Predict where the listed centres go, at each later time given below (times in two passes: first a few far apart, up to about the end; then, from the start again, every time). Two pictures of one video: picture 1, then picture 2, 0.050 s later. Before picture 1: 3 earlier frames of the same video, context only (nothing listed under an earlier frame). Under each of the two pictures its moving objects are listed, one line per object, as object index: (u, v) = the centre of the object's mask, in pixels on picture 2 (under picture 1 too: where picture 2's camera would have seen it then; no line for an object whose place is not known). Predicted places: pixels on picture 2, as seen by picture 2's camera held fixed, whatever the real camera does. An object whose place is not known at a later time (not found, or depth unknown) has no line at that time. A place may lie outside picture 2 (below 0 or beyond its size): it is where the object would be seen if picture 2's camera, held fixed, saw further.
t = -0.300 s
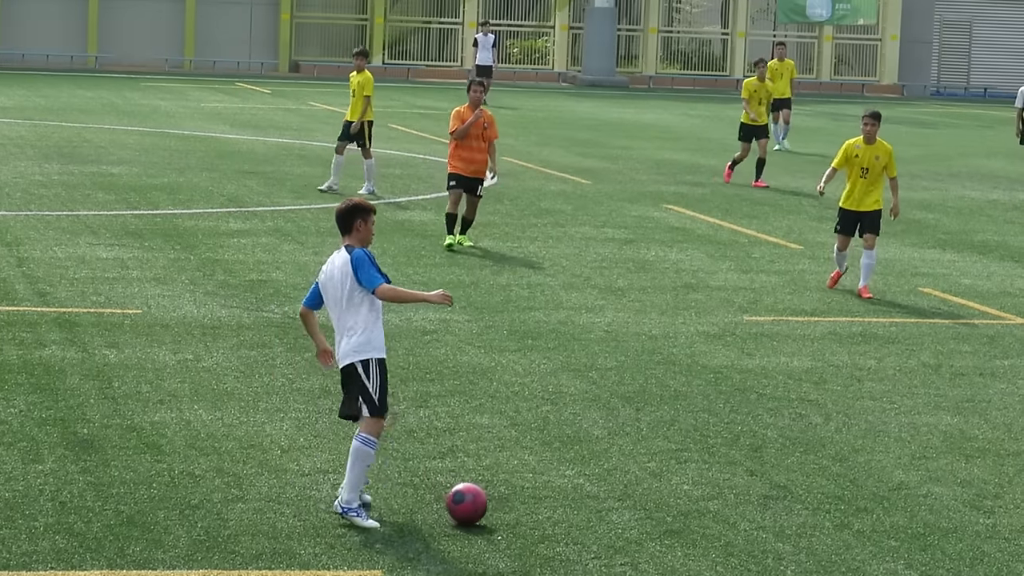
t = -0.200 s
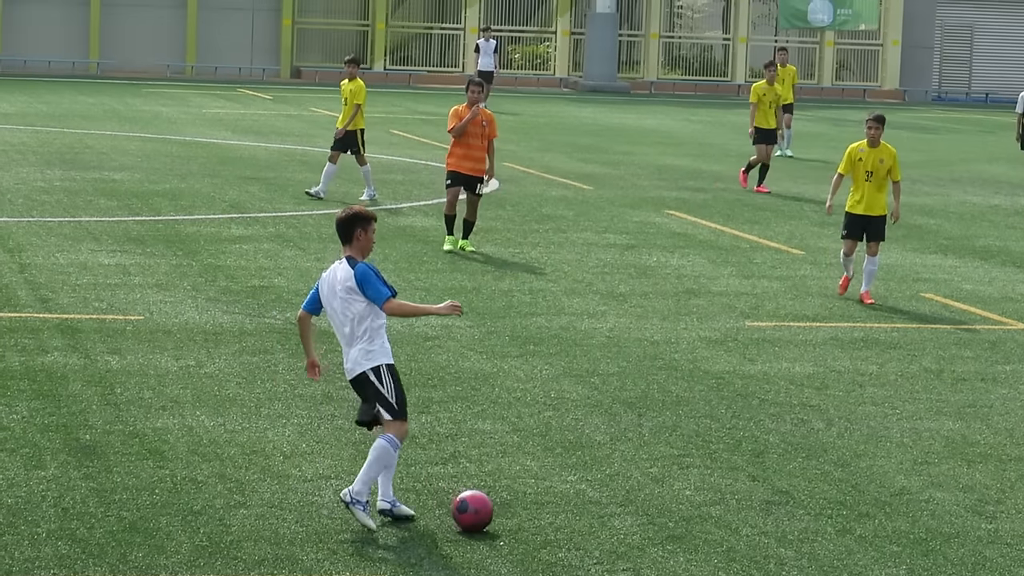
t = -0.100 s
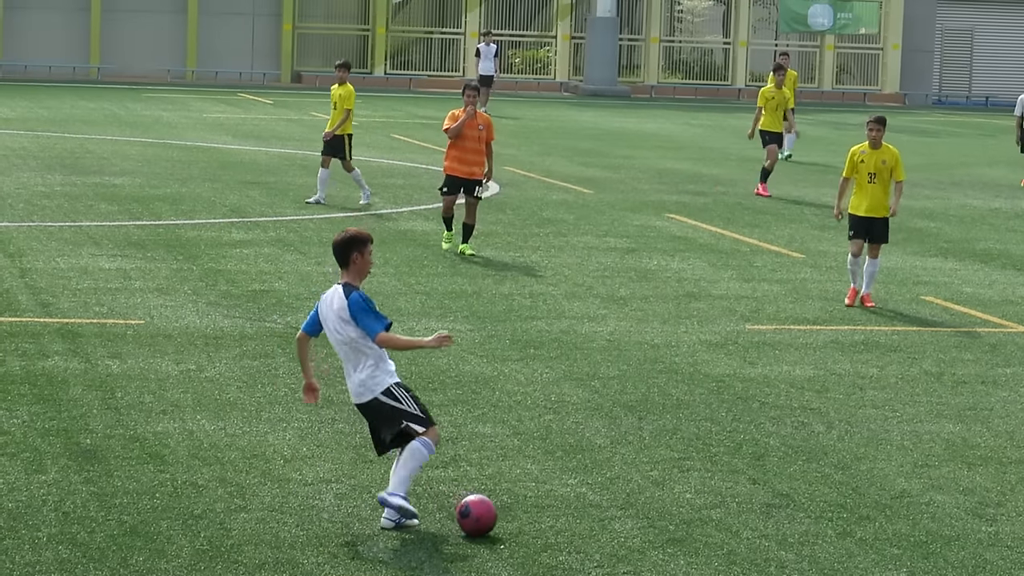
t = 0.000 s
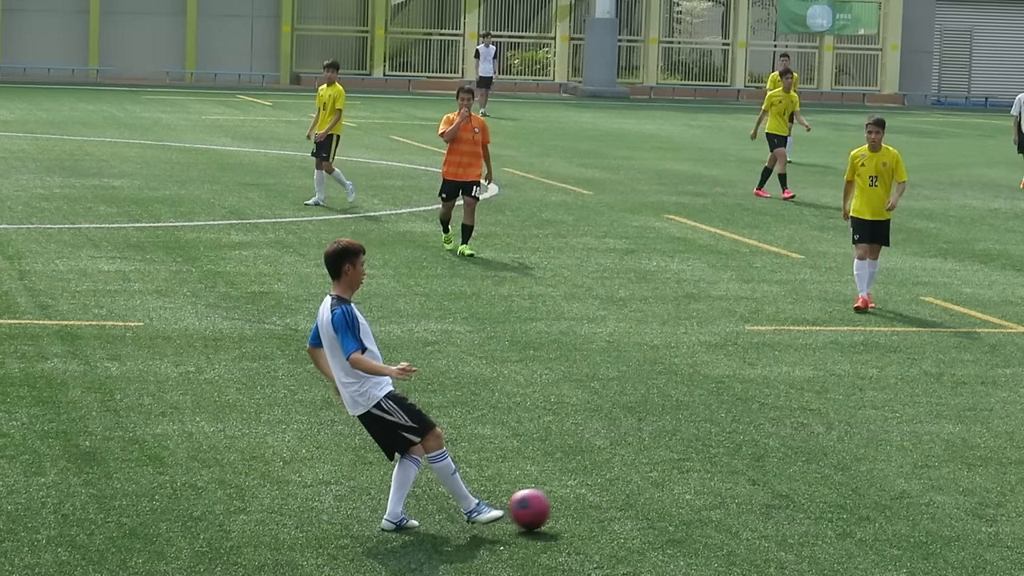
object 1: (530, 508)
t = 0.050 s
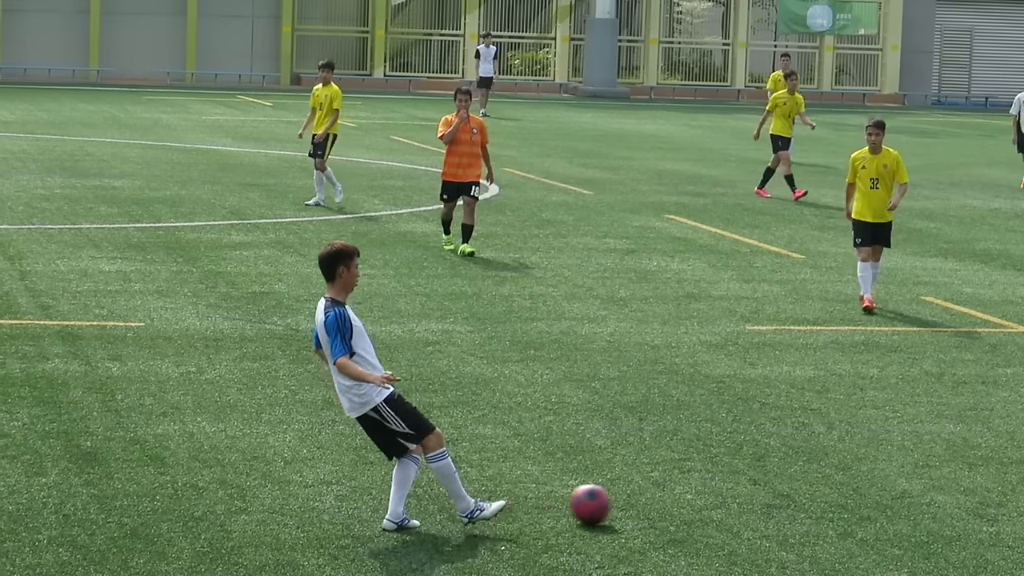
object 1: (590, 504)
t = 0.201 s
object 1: (737, 485)
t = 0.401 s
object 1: (886, 467)
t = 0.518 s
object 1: (955, 461)
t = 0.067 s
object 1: (609, 503)
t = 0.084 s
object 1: (626, 500)
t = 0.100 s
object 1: (643, 496)
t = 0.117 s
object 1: (659, 493)
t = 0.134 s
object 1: (675, 490)
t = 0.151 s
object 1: (691, 488)
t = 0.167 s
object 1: (706, 487)
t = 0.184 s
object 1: (722, 485)
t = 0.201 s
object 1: (737, 485)
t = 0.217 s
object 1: (752, 485)
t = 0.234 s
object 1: (767, 483)
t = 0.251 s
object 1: (779, 480)
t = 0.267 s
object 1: (792, 477)
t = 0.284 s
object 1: (805, 474)
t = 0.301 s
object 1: (817, 473)
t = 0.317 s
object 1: (830, 471)
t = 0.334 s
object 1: (842, 471)
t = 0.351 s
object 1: (854, 471)
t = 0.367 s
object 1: (865, 471)
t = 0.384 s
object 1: (876, 469)
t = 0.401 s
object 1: (886, 467)
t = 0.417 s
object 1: (896, 465)
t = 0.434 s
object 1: (906, 463)
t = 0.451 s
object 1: (916, 462)
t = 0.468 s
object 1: (926, 461)
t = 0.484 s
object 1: (936, 461)
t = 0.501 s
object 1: (946, 461)
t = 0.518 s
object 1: (955, 461)
